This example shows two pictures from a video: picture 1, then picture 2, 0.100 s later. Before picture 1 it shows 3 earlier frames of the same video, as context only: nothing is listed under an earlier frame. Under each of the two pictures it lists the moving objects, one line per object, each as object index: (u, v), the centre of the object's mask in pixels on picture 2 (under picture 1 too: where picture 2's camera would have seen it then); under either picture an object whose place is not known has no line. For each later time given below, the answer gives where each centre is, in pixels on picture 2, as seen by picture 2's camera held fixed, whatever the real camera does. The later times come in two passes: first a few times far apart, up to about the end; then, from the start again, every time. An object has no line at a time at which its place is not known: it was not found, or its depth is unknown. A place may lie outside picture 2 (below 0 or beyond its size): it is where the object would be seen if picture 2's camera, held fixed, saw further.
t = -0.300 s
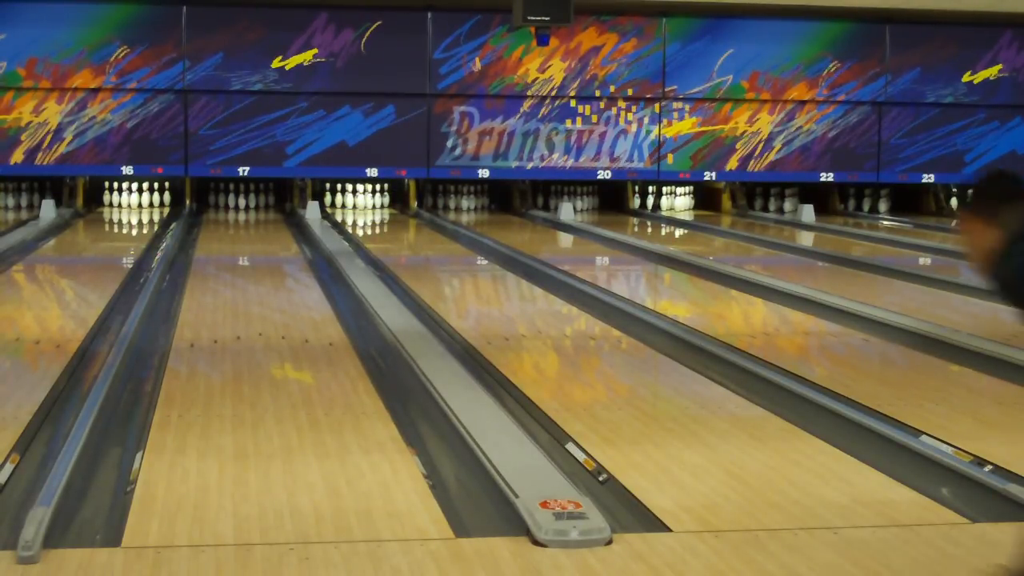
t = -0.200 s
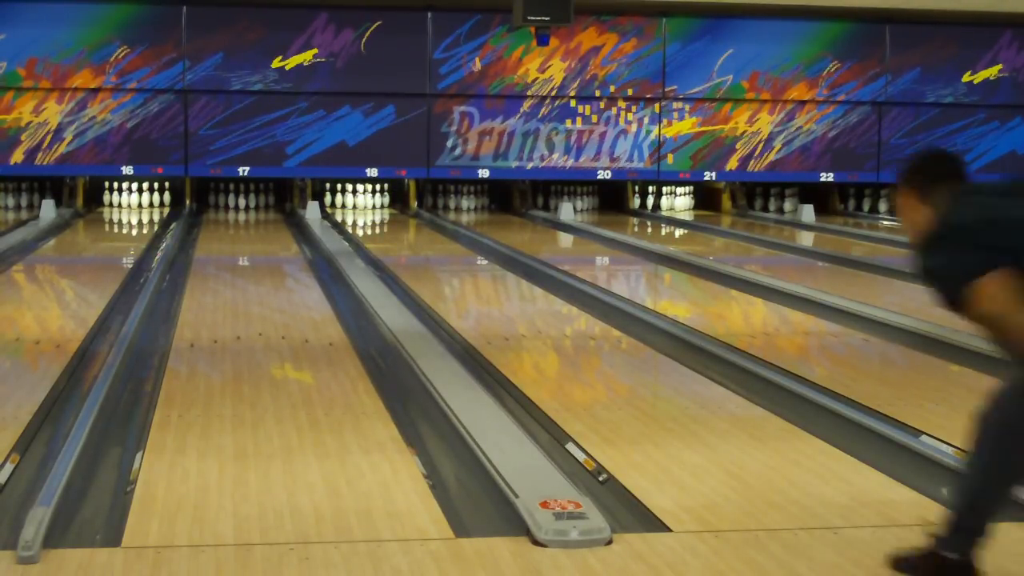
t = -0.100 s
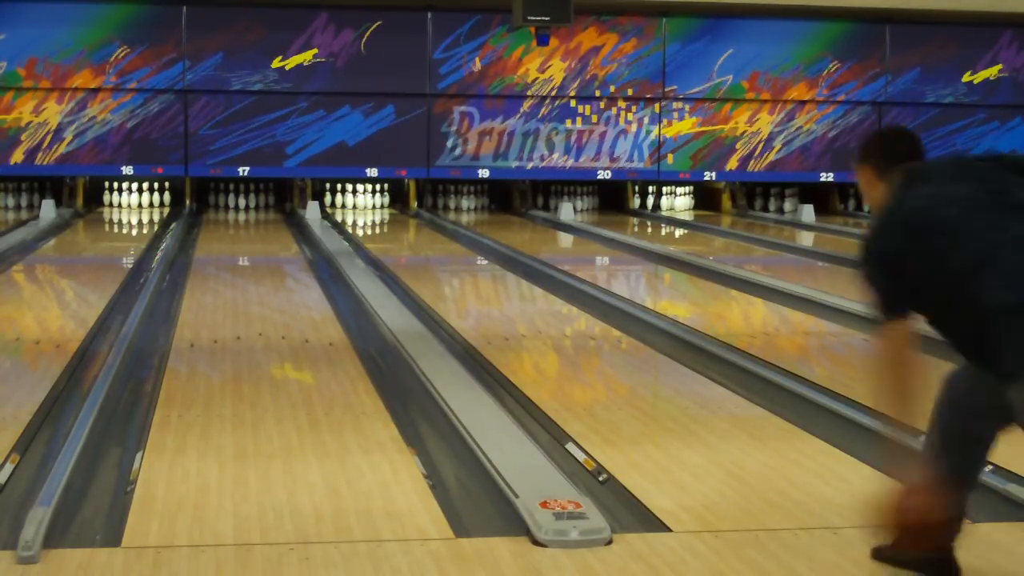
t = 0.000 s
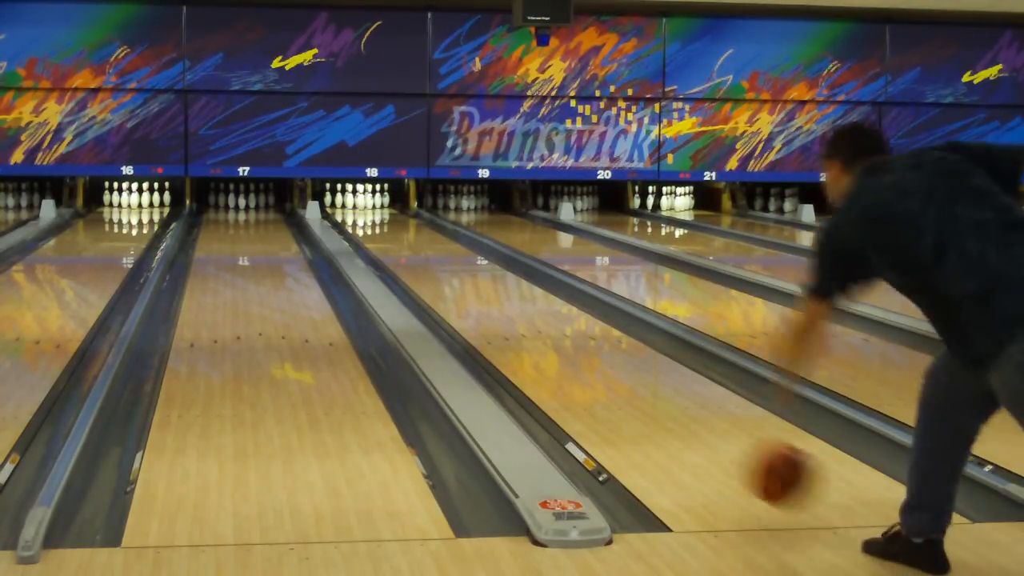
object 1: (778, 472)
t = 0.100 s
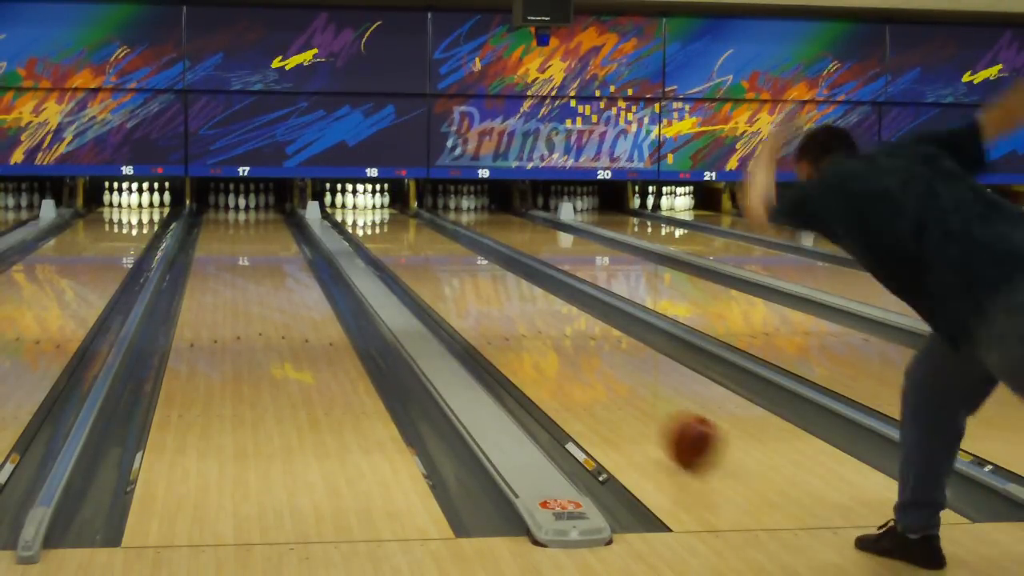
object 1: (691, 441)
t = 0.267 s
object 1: (593, 377)
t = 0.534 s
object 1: (498, 315)
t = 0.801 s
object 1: (441, 277)
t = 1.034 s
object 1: (410, 255)
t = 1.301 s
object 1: (385, 236)
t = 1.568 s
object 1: (369, 223)
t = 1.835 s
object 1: (360, 212)
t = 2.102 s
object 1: (357, 205)
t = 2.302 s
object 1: (354, 201)
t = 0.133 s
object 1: (668, 424)
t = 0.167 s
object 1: (646, 410)
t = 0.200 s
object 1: (626, 398)
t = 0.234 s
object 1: (609, 387)
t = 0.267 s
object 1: (593, 377)
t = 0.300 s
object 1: (578, 367)
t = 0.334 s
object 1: (565, 358)
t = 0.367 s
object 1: (550, 349)
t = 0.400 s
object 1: (538, 342)
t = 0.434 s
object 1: (527, 335)
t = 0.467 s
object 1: (516, 327)
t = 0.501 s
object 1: (506, 321)
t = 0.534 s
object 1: (498, 315)
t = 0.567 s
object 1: (489, 310)
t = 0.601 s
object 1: (480, 304)
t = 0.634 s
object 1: (473, 299)
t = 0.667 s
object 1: (466, 294)
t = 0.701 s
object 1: (459, 289)
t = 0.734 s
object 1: (453, 285)
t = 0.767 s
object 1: (446, 281)
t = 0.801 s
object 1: (441, 277)
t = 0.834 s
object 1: (436, 273)
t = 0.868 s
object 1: (431, 270)
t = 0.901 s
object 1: (426, 267)
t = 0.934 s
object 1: (422, 264)
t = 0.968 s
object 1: (418, 261)
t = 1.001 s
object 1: (414, 258)
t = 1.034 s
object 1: (410, 255)
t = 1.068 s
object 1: (406, 253)
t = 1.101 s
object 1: (403, 250)
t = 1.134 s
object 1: (400, 248)
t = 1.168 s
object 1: (396, 245)
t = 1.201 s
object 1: (393, 243)
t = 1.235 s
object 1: (390, 241)
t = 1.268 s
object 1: (388, 239)
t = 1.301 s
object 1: (385, 236)
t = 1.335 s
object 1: (383, 235)
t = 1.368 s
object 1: (380, 232)
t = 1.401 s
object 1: (379, 230)
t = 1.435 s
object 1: (377, 229)
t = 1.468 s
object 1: (375, 227)
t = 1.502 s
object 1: (373, 225)
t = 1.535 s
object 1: (371, 224)
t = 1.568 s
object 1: (369, 223)
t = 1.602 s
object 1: (367, 222)
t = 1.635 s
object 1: (366, 220)
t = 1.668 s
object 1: (365, 219)
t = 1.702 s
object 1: (364, 217)
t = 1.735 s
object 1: (363, 216)
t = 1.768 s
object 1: (361, 215)
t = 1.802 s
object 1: (360, 214)
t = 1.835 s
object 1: (360, 212)
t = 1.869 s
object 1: (360, 211)
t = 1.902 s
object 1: (359, 210)
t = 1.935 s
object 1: (359, 209)
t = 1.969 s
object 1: (358, 208)
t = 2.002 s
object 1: (358, 207)
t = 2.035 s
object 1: (358, 206)
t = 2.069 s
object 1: (357, 205)
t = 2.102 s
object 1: (357, 205)
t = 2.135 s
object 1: (357, 203)
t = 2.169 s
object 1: (355, 203)
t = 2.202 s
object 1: (355, 202)
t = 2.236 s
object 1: (355, 202)
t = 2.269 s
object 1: (354, 202)
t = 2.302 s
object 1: (354, 201)
